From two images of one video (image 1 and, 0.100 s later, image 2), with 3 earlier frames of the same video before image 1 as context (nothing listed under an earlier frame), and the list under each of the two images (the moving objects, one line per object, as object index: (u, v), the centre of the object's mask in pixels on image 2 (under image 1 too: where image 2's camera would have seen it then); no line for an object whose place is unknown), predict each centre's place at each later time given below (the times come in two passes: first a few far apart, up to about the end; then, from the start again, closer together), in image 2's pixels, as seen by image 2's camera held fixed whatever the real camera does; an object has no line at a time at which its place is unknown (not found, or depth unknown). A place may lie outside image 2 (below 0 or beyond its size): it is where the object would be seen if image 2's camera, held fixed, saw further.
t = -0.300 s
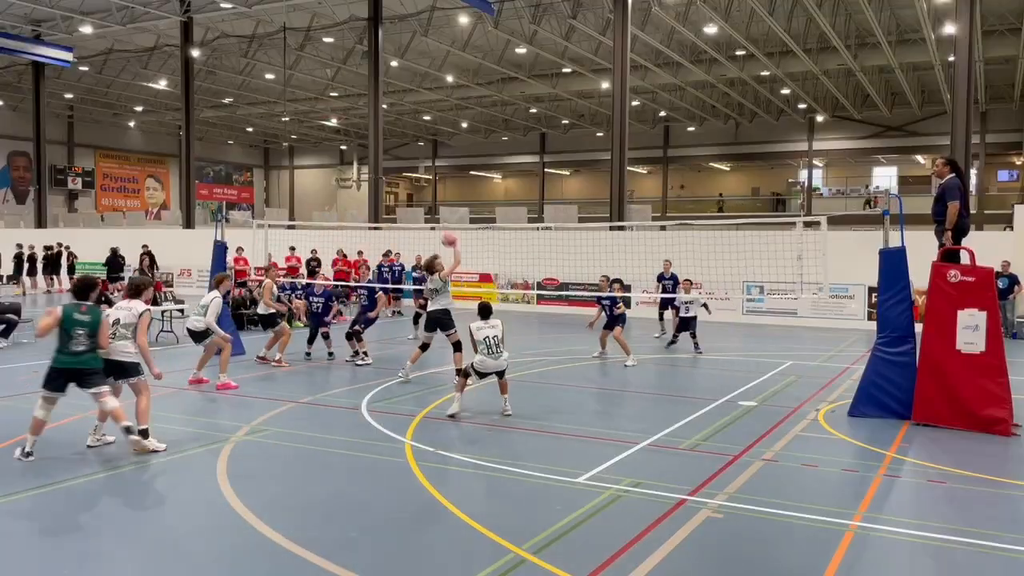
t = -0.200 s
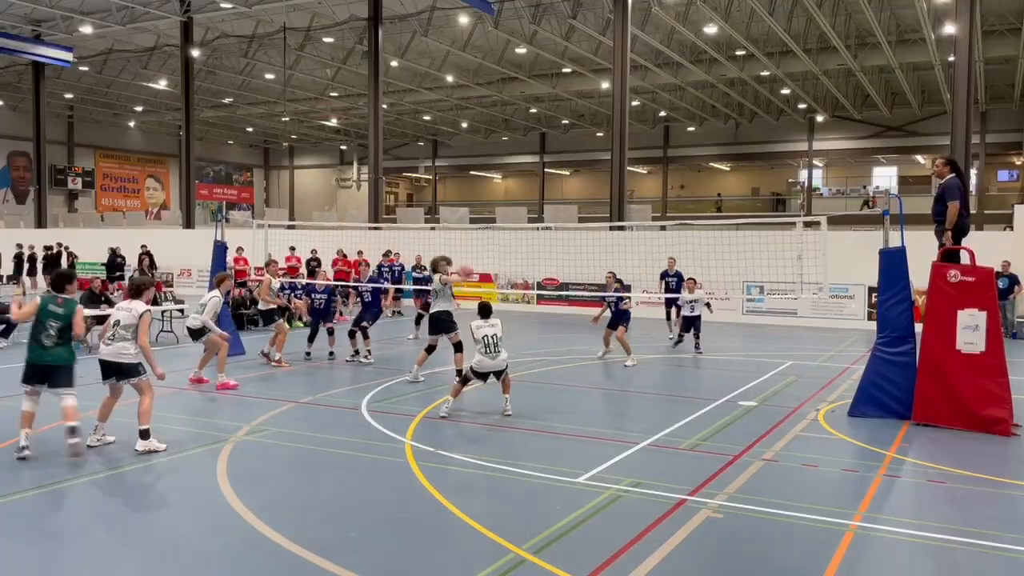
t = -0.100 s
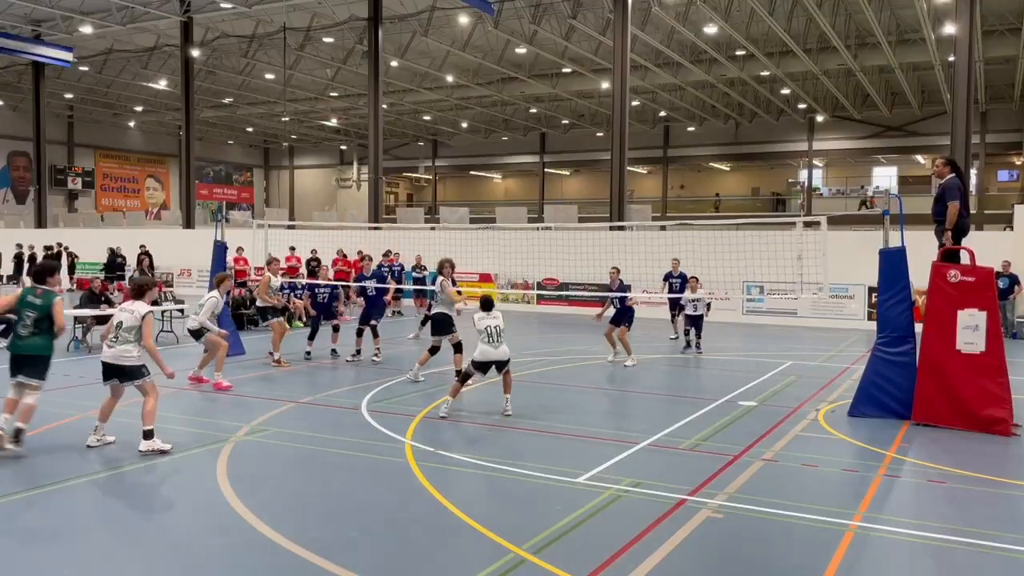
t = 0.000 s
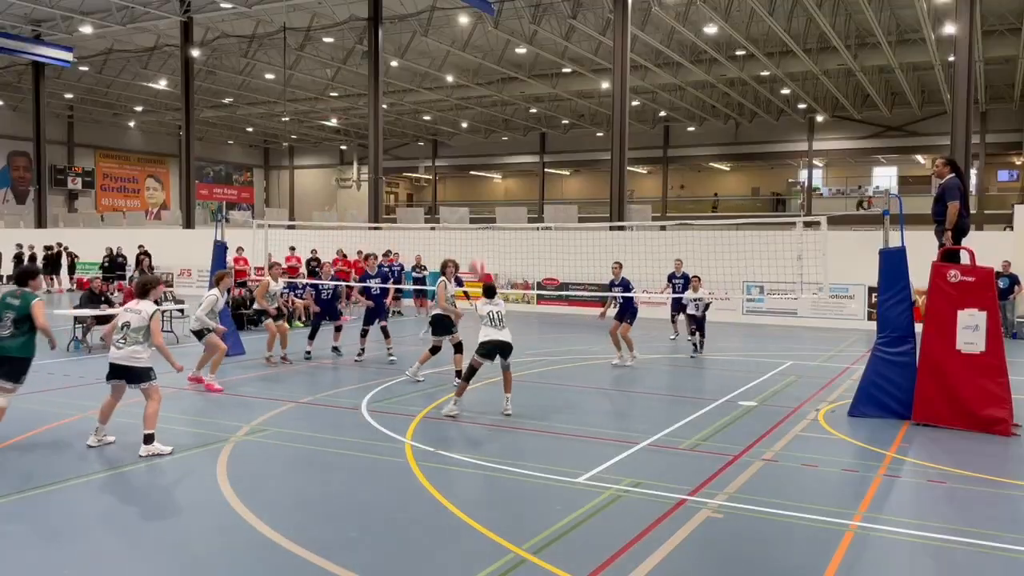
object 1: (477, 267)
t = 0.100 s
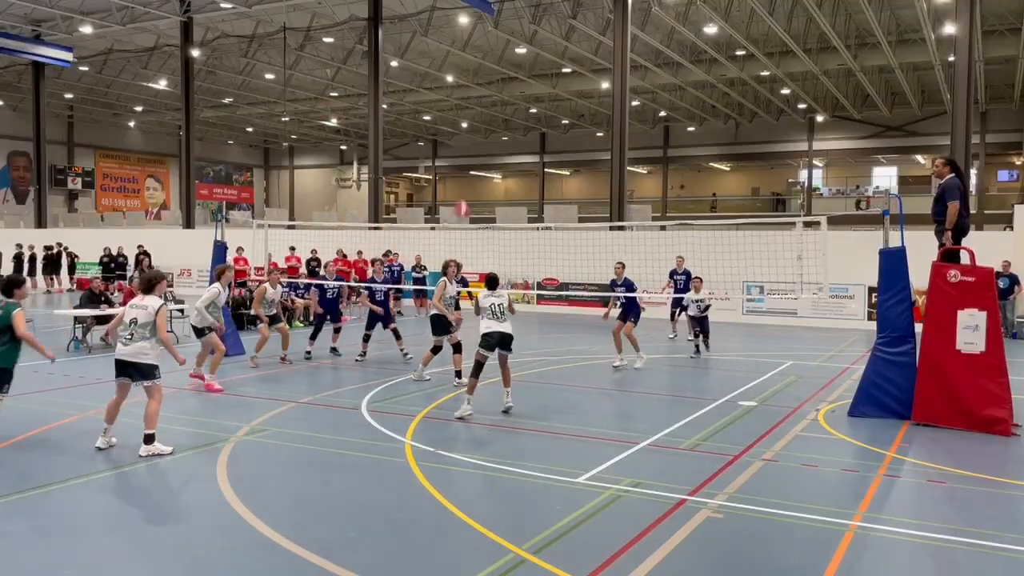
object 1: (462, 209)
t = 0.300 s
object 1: (434, 125)
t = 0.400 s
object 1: (421, 95)
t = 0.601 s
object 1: (395, 61)
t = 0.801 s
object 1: (371, 56)
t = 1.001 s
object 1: (349, 78)
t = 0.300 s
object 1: (434, 125)
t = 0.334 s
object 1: (429, 114)
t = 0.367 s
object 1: (425, 104)
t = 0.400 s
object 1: (421, 95)
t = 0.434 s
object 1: (416, 87)
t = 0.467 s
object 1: (412, 80)
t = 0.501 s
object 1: (408, 74)
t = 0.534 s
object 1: (402, 68)
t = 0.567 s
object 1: (399, 64)
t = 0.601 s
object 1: (395, 61)
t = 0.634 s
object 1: (391, 58)
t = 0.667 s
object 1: (386, 56)
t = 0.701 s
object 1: (382, 55)
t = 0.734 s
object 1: (379, 55)
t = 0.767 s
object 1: (374, 55)
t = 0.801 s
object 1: (371, 56)
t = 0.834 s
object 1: (367, 58)
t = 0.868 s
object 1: (363, 60)
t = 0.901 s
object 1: (360, 64)
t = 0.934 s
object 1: (356, 68)
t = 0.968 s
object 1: (352, 73)
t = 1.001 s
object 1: (349, 78)
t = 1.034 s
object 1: (345, 84)
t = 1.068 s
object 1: (341, 91)
